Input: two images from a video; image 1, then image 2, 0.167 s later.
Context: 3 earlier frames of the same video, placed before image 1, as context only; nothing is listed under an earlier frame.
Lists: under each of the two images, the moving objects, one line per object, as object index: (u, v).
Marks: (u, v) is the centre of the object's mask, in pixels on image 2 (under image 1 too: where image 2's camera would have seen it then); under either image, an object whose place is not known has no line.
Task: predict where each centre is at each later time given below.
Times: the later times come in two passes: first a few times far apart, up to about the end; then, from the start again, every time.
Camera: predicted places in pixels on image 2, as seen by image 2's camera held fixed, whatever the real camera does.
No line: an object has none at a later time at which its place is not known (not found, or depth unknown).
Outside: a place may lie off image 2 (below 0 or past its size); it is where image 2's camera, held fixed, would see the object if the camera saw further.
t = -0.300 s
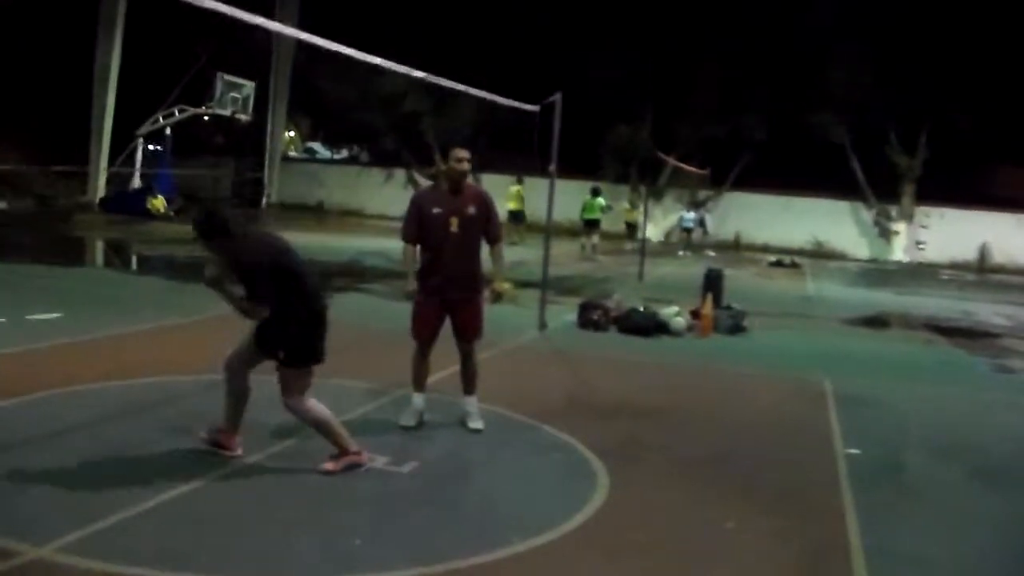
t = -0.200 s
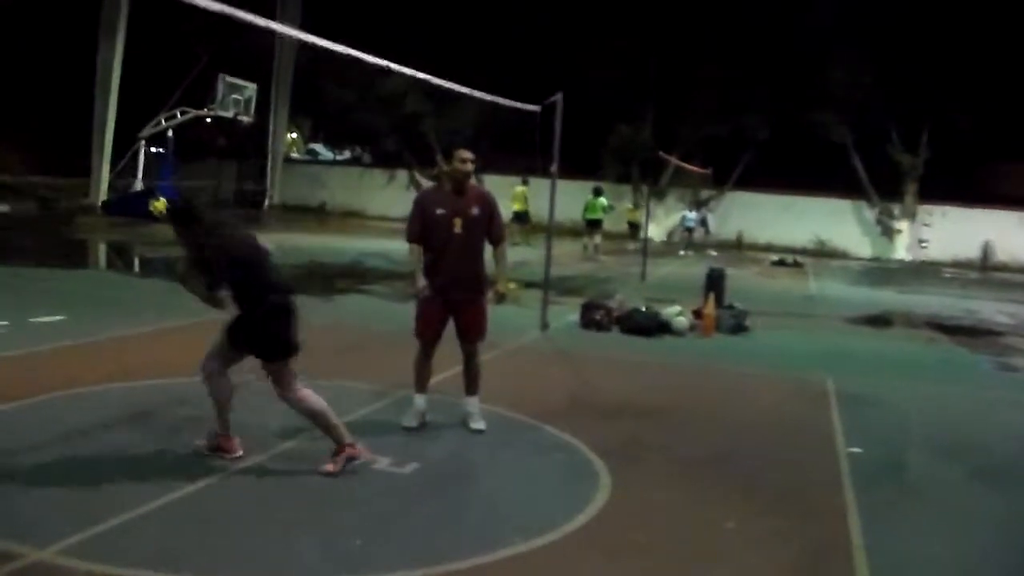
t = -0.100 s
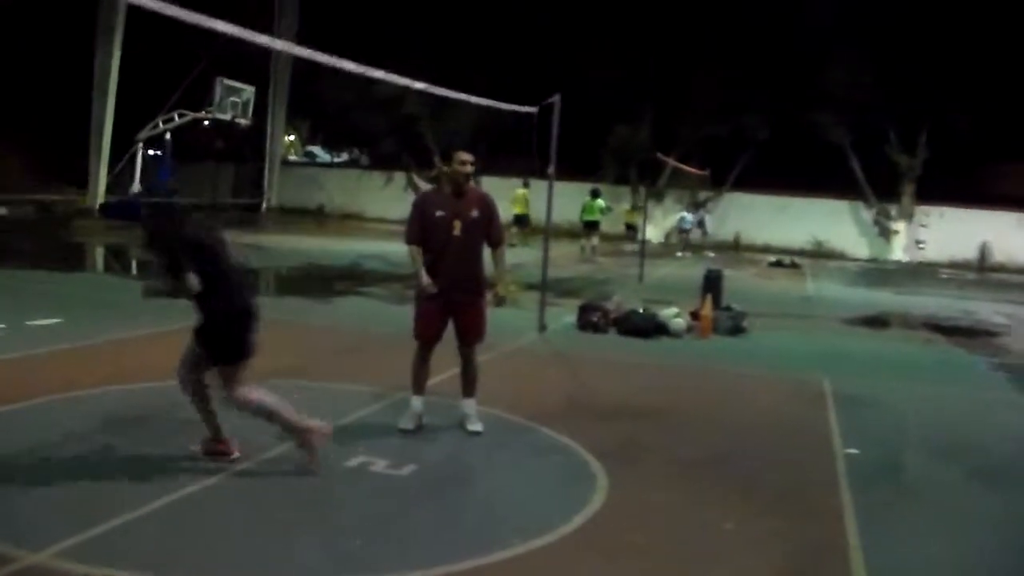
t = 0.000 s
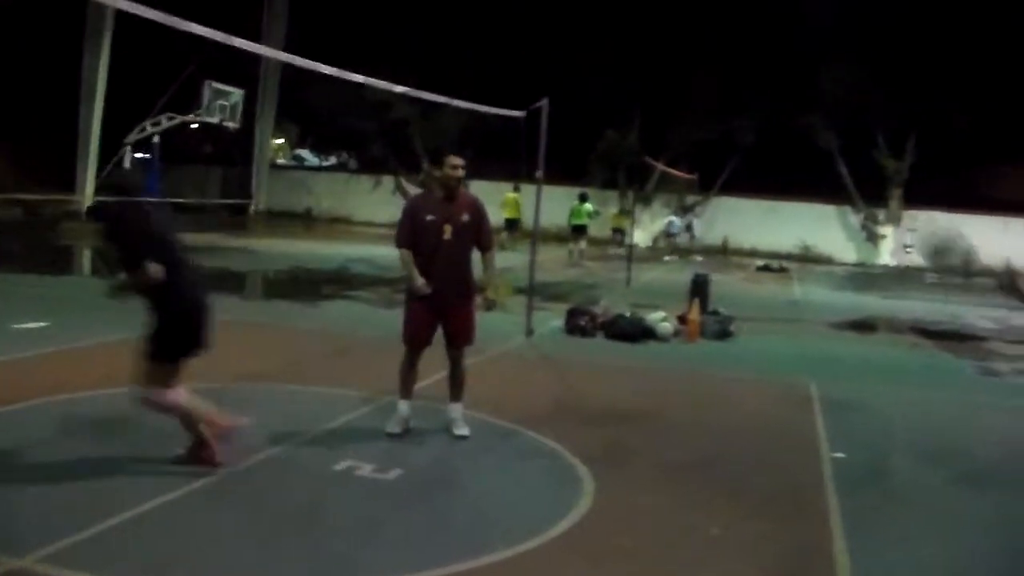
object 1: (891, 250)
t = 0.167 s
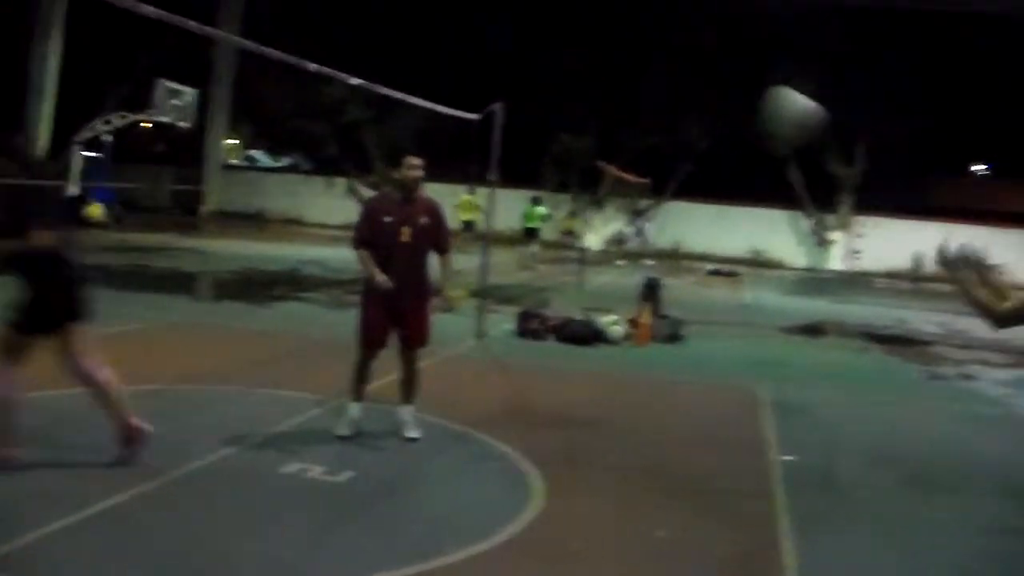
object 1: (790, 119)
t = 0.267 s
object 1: (738, 72)
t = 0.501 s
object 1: (614, 60)
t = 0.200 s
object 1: (773, 99)
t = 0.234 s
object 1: (756, 84)
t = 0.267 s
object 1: (738, 72)
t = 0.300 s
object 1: (719, 62)
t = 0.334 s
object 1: (702, 56)
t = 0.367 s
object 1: (684, 51)
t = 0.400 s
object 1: (667, 50)
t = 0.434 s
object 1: (649, 51)
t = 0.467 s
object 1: (632, 53)
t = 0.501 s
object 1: (614, 60)
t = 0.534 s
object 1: (599, 68)
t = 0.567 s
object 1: (585, 79)
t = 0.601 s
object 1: (570, 90)
